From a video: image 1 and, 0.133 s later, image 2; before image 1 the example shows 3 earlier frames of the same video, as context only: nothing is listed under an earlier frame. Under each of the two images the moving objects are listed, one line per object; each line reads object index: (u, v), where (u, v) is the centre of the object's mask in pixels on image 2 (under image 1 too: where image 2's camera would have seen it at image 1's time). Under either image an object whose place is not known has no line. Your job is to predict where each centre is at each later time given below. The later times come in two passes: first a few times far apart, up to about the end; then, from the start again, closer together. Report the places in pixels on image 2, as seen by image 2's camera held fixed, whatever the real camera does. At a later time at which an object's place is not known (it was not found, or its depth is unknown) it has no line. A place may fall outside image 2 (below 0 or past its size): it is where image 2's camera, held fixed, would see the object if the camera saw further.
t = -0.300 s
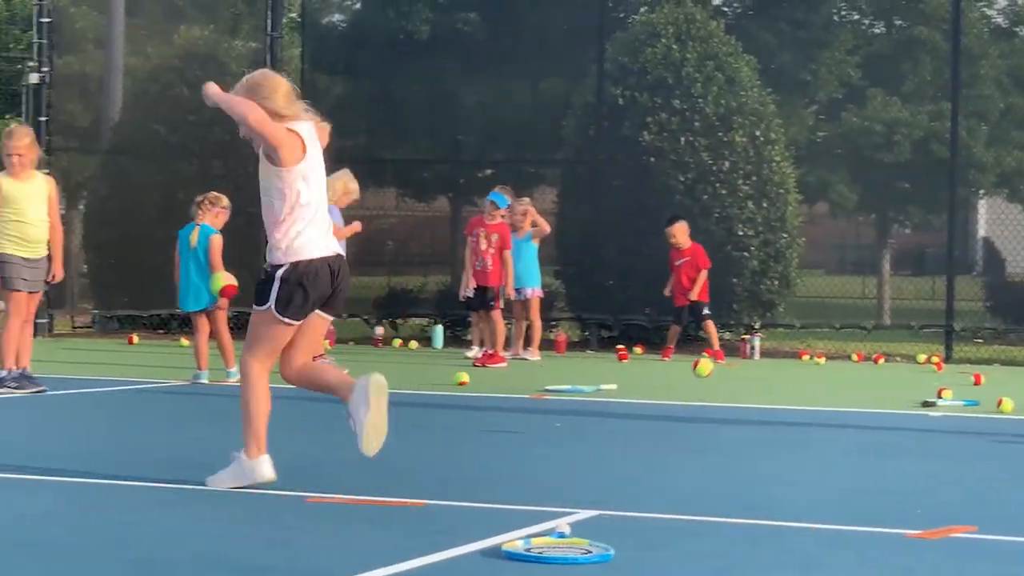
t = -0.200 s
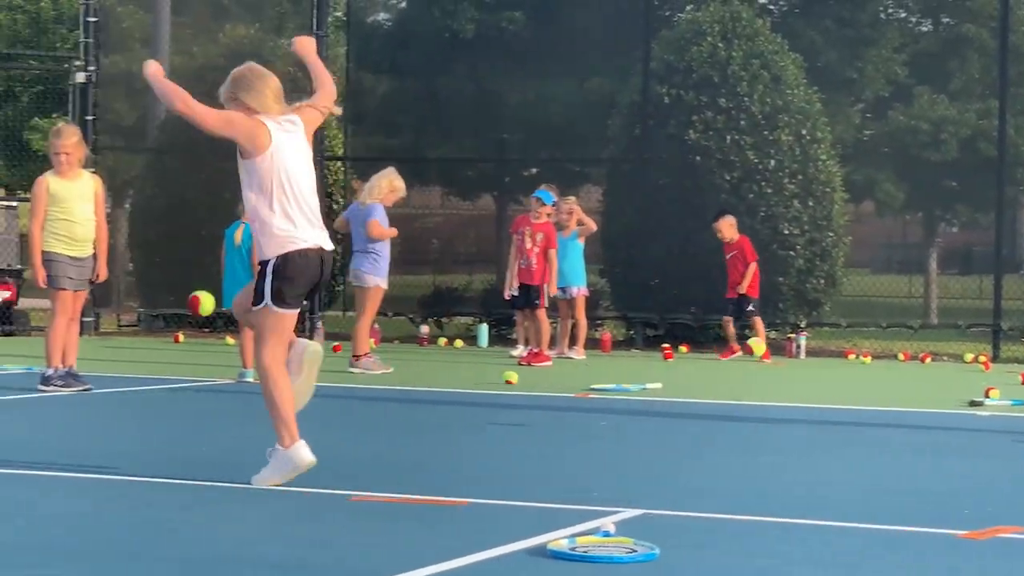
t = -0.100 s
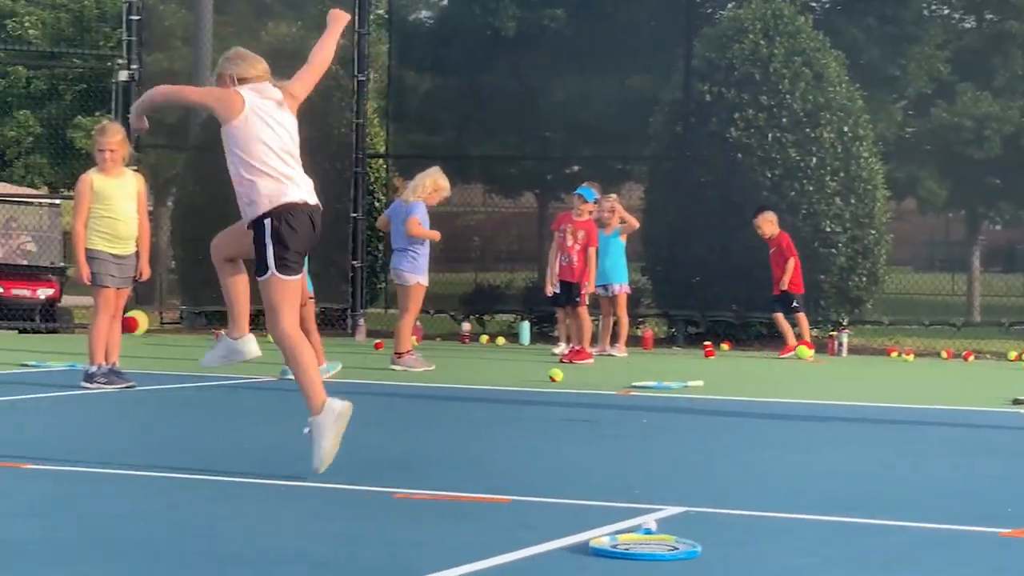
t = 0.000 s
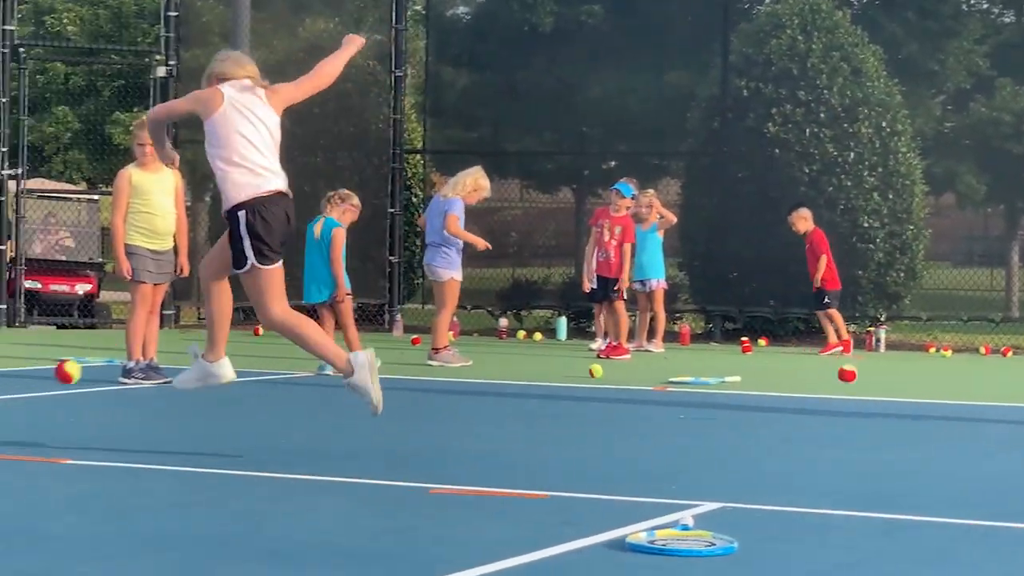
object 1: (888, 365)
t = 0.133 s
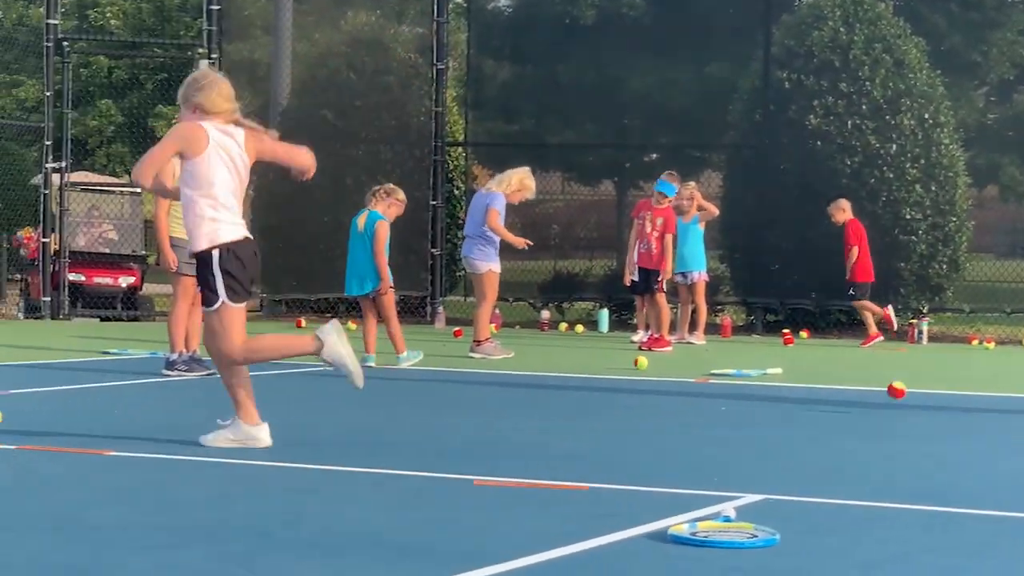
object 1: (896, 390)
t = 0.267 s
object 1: (903, 360)
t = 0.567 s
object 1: (918, 379)
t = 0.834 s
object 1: (937, 388)
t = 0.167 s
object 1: (898, 378)
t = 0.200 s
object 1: (900, 370)
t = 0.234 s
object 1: (901, 364)
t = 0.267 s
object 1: (903, 360)
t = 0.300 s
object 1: (905, 359)
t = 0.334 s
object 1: (906, 361)
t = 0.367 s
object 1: (908, 365)
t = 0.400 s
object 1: (909, 371)
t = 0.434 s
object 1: (910, 379)
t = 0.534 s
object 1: (916, 387)
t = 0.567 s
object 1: (918, 379)
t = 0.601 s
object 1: (921, 374)
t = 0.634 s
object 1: (923, 371)
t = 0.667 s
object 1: (926, 371)
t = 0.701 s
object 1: (928, 372)
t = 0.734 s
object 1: (930, 377)
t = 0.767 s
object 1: (932, 384)
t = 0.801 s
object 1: (934, 393)
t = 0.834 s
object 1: (937, 388)
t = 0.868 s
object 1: (939, 379)
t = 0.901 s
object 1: (940, 377)
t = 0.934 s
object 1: (942, 374)
